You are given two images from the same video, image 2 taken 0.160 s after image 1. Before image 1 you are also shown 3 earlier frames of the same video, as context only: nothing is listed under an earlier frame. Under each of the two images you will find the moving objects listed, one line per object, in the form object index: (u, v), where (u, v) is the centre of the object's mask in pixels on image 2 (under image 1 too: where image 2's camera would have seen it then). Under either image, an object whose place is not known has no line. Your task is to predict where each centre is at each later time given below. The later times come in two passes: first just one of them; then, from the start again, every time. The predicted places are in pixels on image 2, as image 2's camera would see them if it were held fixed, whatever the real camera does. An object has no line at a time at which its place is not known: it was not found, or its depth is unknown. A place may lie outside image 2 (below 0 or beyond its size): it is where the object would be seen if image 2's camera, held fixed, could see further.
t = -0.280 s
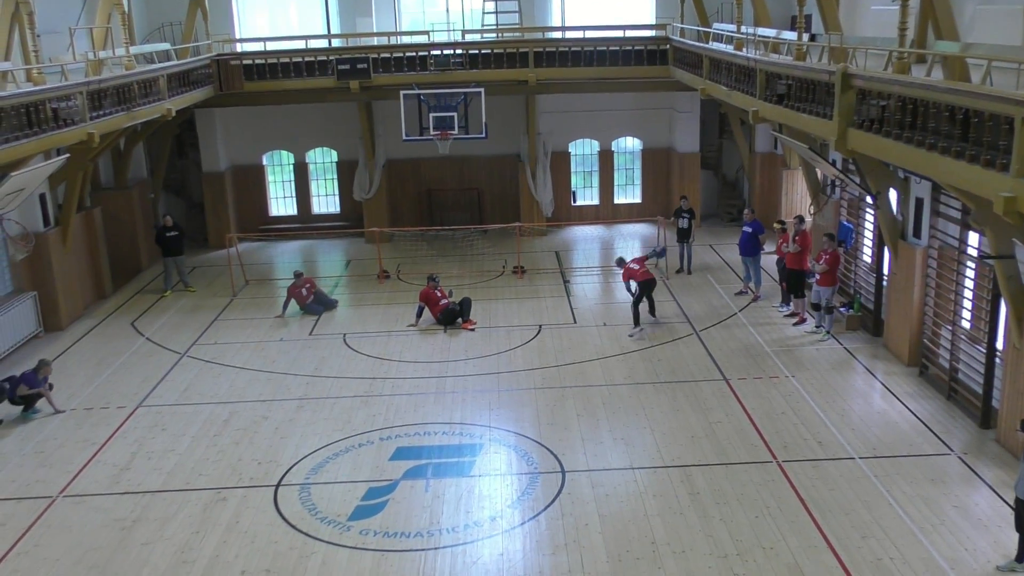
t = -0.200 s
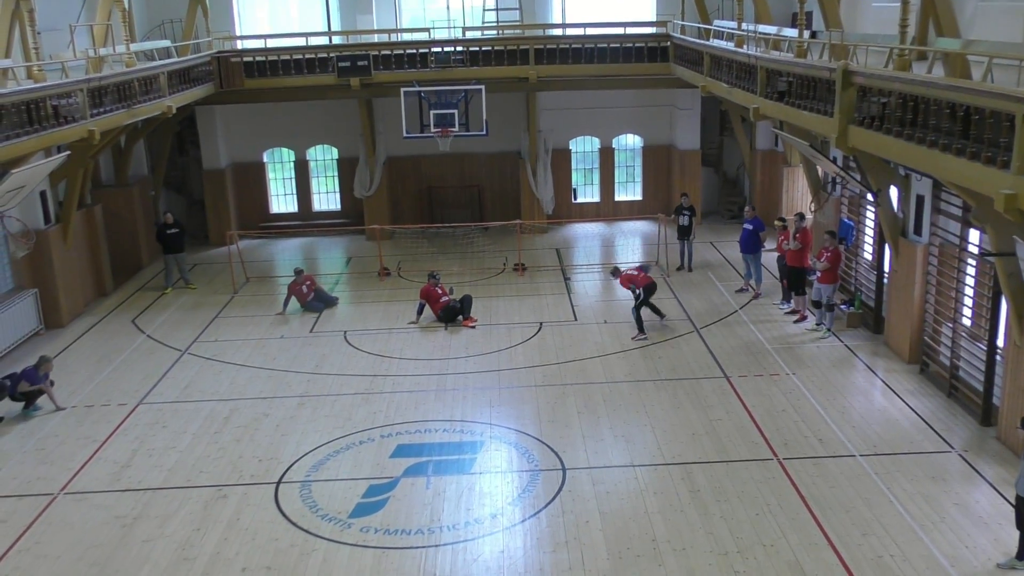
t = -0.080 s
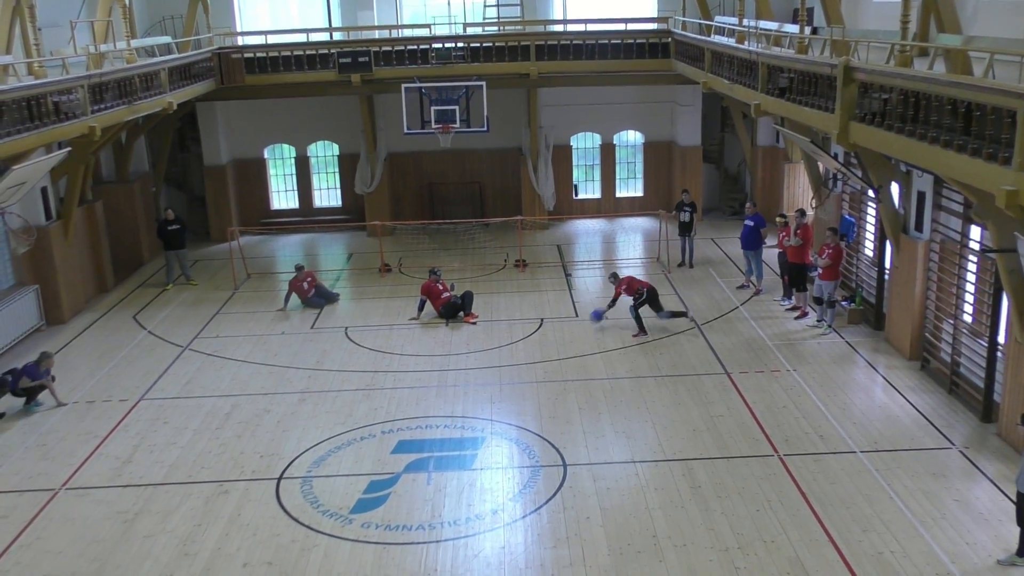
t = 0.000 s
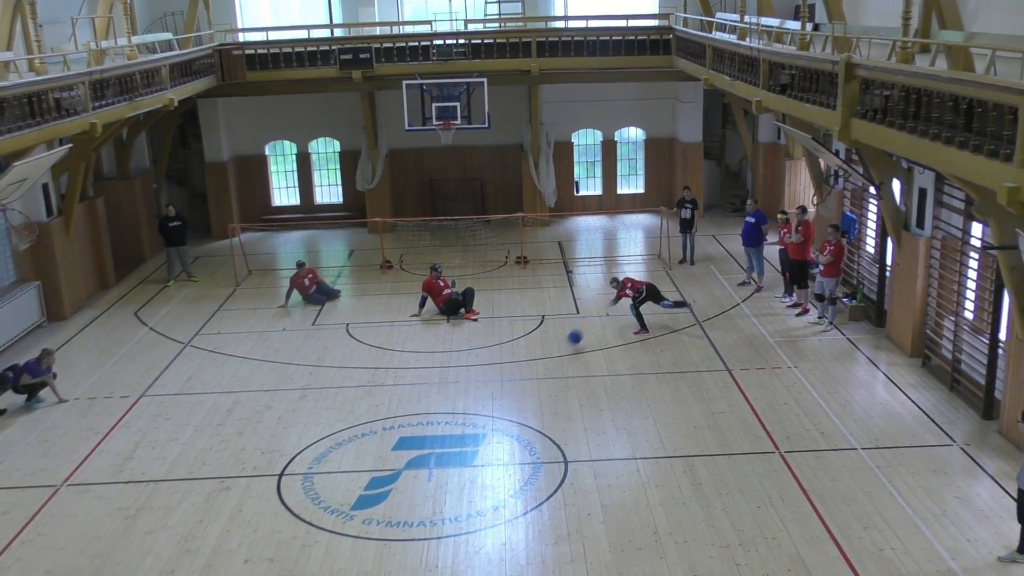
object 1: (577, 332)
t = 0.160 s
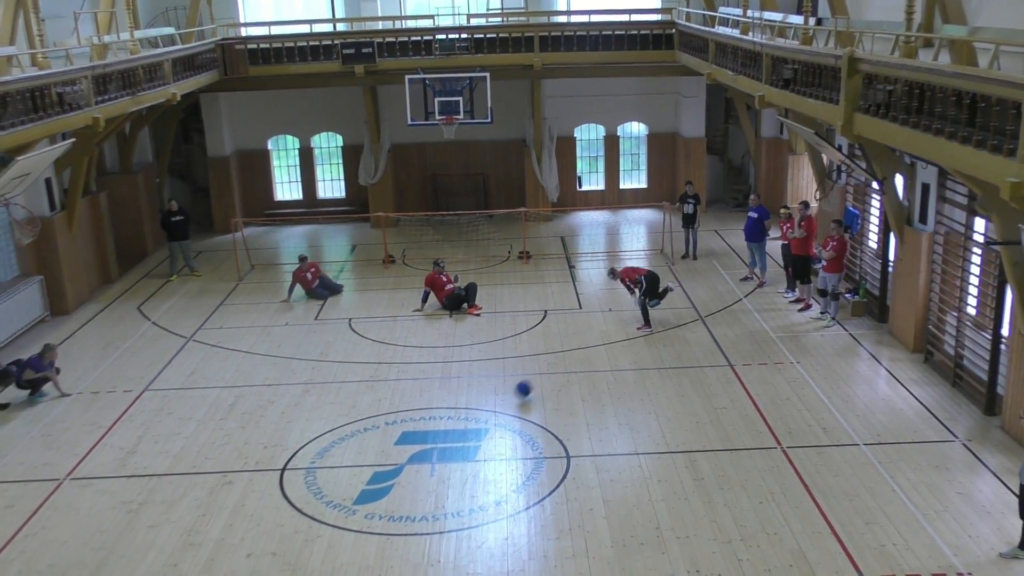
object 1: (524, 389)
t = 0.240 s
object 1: (493, 421)
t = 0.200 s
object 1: (509, 403)
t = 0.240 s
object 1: (493, 421)
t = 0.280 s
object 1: (477, 438)
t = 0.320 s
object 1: (459, 456)
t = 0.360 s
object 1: (442, 470)
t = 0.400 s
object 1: (426, 483)
